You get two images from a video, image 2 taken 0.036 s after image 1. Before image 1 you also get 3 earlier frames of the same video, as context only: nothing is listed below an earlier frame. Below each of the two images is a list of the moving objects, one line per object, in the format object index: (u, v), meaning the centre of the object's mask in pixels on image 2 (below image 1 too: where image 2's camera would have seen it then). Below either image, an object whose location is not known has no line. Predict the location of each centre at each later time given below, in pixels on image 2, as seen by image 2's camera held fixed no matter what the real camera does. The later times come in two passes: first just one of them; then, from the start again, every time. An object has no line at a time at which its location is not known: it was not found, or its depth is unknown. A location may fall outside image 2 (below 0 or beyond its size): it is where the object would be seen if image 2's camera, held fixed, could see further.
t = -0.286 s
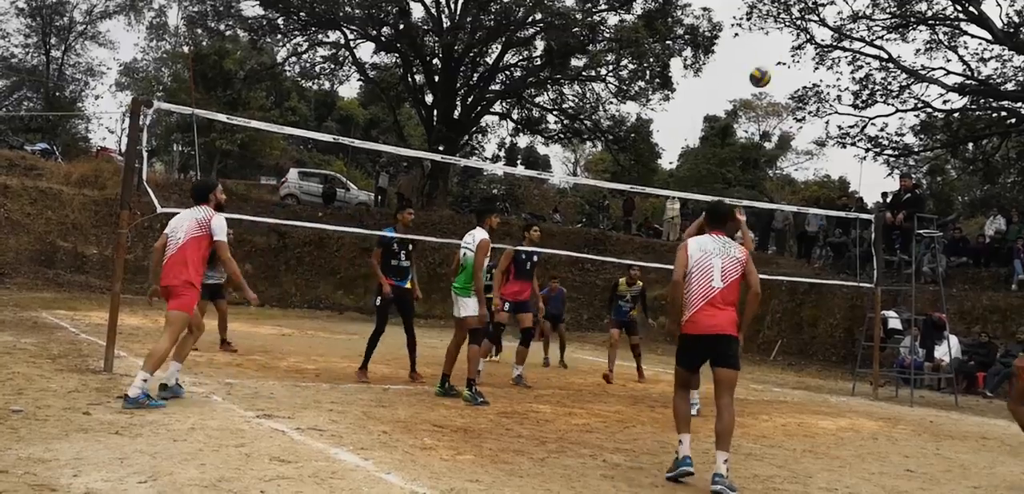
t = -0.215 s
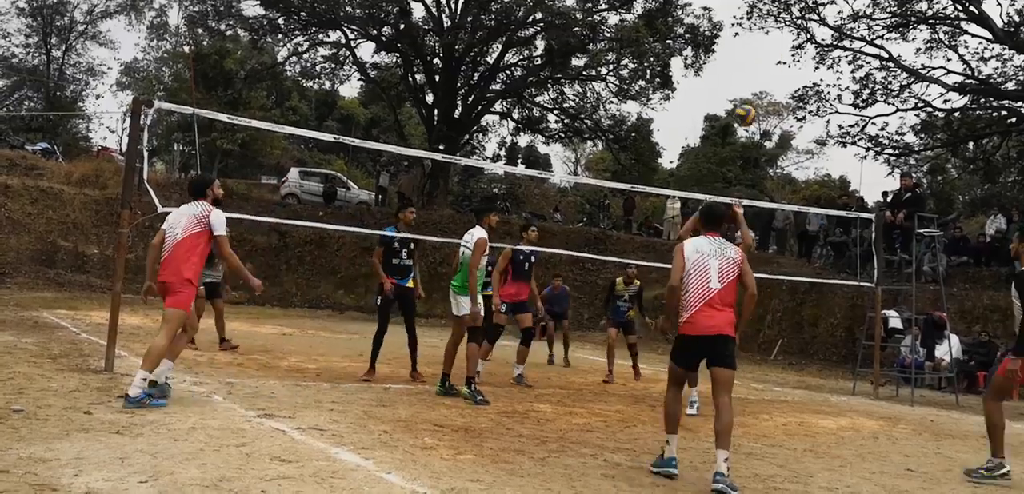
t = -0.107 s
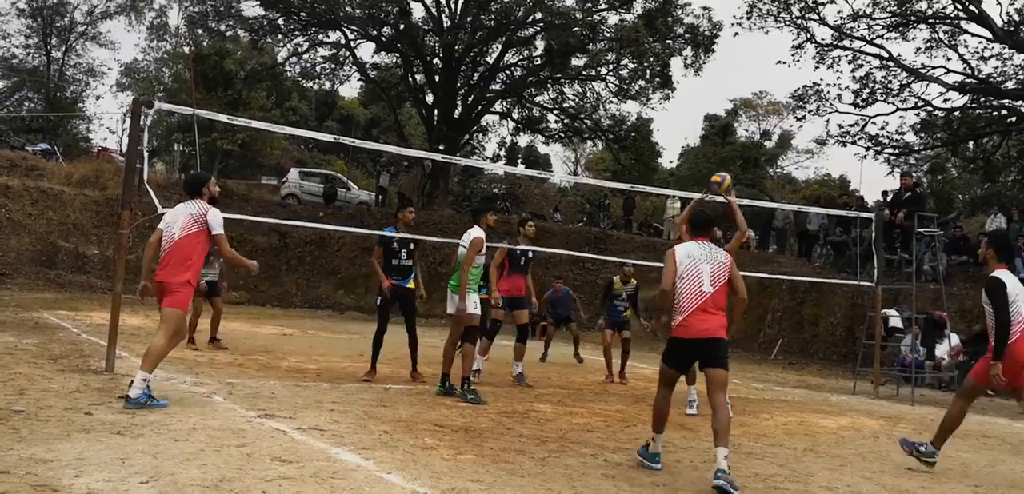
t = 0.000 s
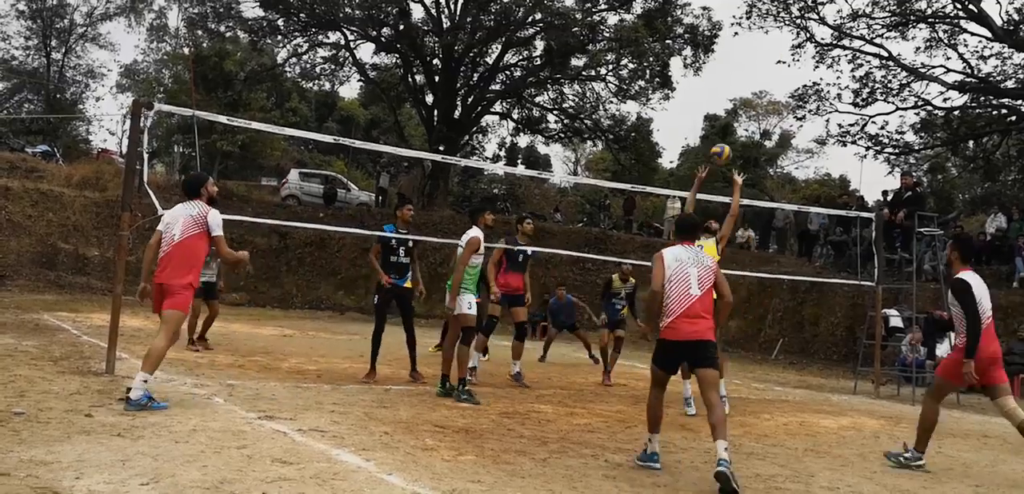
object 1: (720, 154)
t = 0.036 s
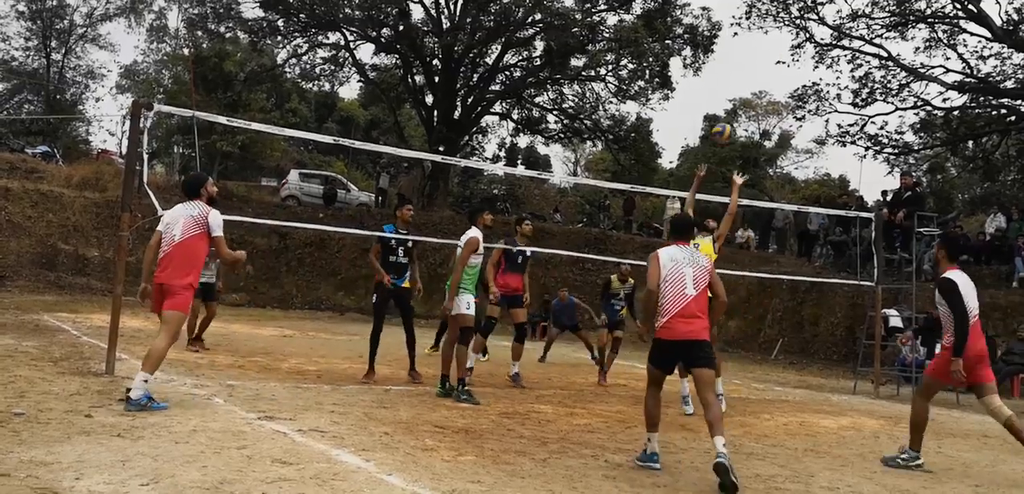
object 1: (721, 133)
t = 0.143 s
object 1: (728, 79)
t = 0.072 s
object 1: (724, 112)
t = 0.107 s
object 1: (726, 96)
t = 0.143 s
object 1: (728, 79)
